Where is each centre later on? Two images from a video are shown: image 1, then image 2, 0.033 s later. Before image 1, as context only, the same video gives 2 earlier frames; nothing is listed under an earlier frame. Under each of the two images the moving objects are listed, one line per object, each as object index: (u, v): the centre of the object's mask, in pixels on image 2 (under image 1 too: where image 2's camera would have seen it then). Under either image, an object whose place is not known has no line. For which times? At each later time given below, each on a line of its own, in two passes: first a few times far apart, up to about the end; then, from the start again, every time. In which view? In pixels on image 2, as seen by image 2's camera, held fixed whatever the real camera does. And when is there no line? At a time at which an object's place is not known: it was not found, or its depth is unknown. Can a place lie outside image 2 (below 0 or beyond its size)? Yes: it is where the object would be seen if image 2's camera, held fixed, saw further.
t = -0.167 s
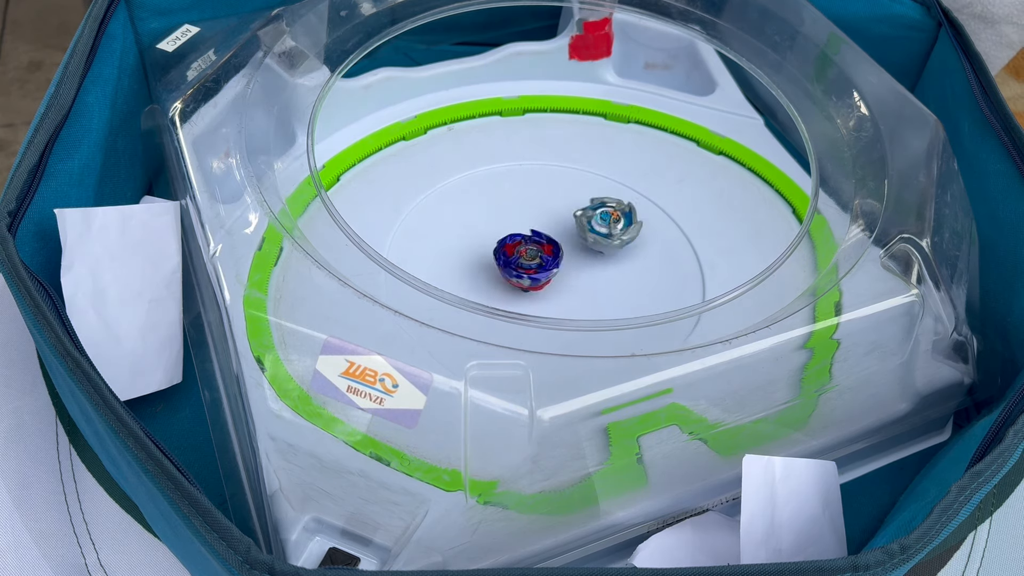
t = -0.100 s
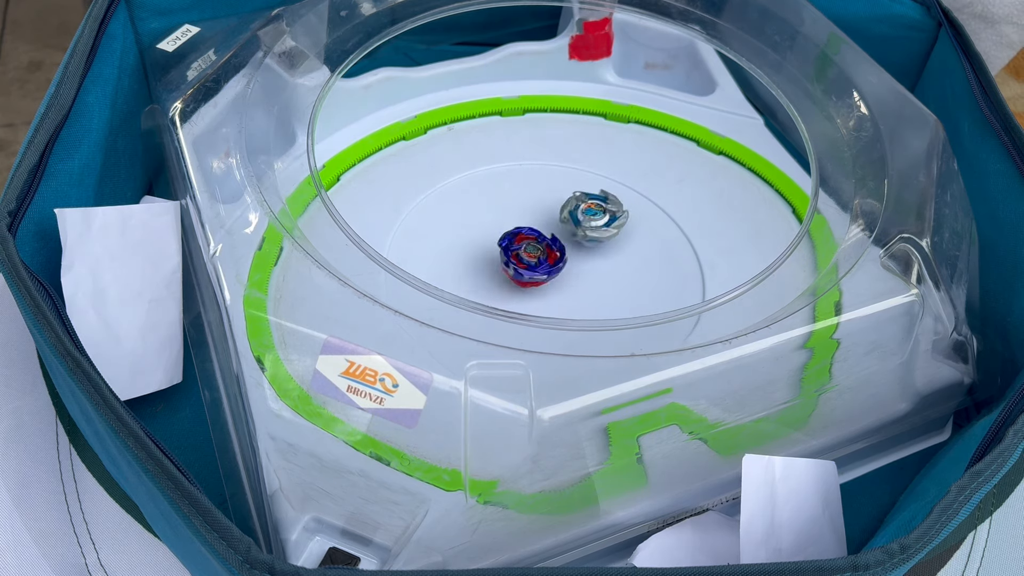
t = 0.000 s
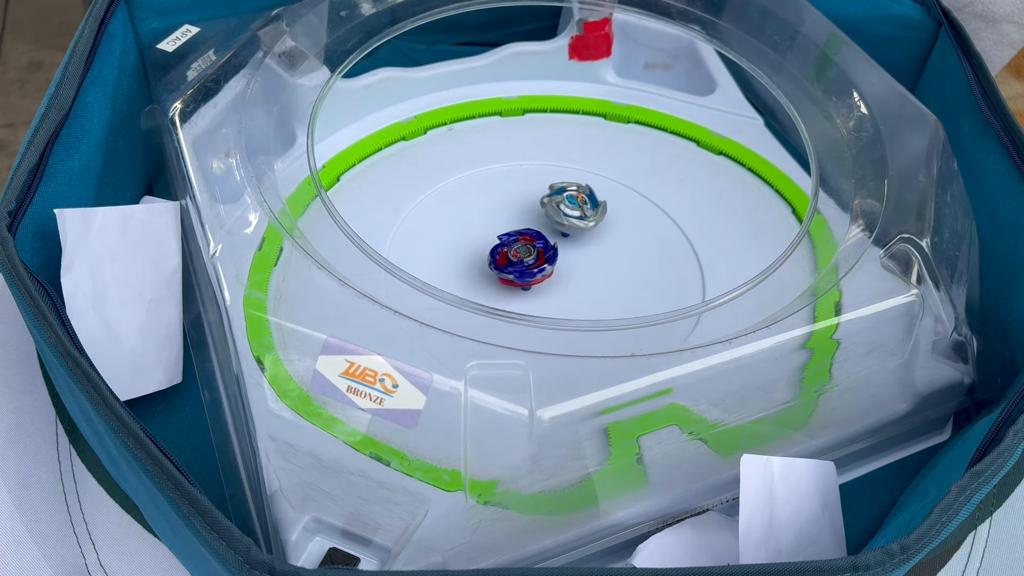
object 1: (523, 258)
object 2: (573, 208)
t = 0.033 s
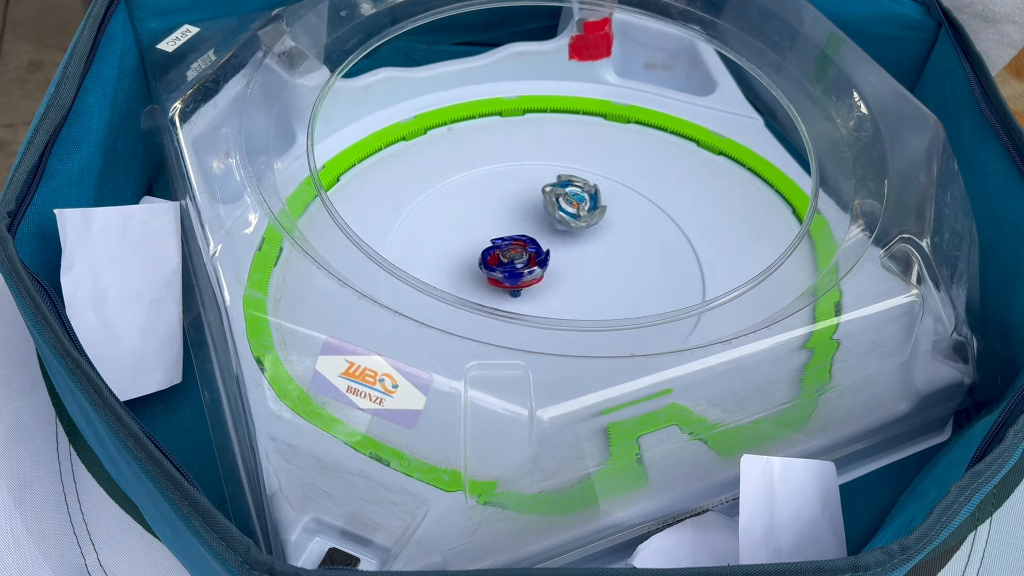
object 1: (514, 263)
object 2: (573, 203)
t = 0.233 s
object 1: (475, 274)
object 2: (544, 197)
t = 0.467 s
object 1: (492, 277)
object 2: (520, 233)
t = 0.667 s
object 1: (507, 290)
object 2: (520, 229)
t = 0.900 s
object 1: (538, 287)
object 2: (533, 226)
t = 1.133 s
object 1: (553, 287)
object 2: (550, 216)
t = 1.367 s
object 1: (548, 272)
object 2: (550, 219)
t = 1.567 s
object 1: (532, 287)
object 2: (550, 219)
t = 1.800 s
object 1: (516, 278)
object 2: (538, 232)
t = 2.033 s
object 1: (491, 275)
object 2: (554, 216)
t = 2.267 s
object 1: (521, 274)
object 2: (577, 237)
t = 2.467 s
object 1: (526, 285)
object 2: (577, 245)
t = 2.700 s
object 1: (496, 282)
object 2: (569, 262)
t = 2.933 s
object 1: (506, 279)
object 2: (568, 258)
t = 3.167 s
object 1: (507, 277)
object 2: (568, 257)
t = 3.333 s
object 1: (503, 279)
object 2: (568, 256)
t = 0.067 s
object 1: (507, 266)
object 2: (571, 199)
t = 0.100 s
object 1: (501, 268)
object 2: (567, 196)
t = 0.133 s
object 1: (493, 269)
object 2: (562, 193)
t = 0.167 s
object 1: (485, 270)
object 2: (556, 192)
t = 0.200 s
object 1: (479, 272)
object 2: (549, 193)
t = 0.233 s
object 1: (475, 274)
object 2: (544, 197)
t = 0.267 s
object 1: (473, 275)
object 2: (539, 202)
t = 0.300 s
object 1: (473, 276)
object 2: (535, 208)
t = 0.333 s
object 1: (476, 276)
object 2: (531, 214)
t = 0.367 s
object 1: (479, 277)
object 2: (528, 221)
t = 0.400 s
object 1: (483, 277)
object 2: (524, 227)
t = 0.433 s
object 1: (489, 276)
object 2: (521, 232)
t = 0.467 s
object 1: (492, 277)
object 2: (520, 233)
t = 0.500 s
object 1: (495, 280)
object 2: (520, 234)
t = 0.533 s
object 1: (497, 282)
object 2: (521, 233)
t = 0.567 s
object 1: (498, 285)
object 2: (520, 232)
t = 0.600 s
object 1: (501, 287)
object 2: (518, 230)
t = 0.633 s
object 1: (504, 288)
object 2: (518, 231)
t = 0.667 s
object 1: (507, 290)
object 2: (520, 229)
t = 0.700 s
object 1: (512, 290)
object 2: (521, 229)
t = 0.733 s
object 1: (516, 290)
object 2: (522, 231)
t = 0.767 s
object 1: (521, 290)
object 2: (524, 230)
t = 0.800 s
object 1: (526, 288)
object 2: (525, 231)
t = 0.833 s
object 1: (530, 286)
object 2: (526, 231)
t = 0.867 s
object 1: (536, 285)
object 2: (530, 229)
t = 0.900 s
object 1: (538, 287)
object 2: (533, 226)
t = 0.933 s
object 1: (542, 289)
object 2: (537, 222)
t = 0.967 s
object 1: (544, 291)
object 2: (541, 219)
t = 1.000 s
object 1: (546, 291)
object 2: (543, 217)
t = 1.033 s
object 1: (548, 292)
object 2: (545, 215)
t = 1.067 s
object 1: (551, 291)
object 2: (548, 215)
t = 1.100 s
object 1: (553, 289)
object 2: (551, 216)
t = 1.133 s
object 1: (553, 287)
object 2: (550, 216)
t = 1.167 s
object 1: (554, 284)
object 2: (550, 218)
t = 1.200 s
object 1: (554, 280)
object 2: (551, 220)
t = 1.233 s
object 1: (554, 277)
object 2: (552, 222)
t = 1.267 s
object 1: (553, 276)
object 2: (552, 221)
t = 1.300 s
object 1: (552, 276)
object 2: (552, 221)
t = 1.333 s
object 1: (550, 274)
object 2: (551, 220)
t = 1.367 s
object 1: (548, 272)
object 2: (550, 219)
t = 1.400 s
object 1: (545, 275)
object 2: (549, 220)
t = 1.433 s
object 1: (542, 279)
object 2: (550, 218)
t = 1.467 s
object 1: (539, 283)
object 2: (550, 218)
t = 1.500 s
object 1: (536, 286)
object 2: (550, 217)
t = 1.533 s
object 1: (534, 288)
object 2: (549, 218)
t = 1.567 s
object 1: (532, 287)
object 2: (550, 219)
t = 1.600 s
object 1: (529, 288)
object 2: (550, 221)
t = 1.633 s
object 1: (526, 288)
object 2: (550, 223)
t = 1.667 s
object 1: (524, 287)
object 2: (549, 227)
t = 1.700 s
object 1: (523, 286)
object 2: (547, 229)
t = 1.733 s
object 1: (521, 283)
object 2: (544, 232)
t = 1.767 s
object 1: (519, 280)
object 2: (541, 233)
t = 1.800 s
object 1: (516, 278)
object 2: (538, 232)
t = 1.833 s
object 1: (509, 279)
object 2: (540, 229)
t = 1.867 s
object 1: (503, 280)
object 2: (544, 219)
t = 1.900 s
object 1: (499, 280)
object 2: (545, 214)
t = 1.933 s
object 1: (495, 279)
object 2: (547, 214)
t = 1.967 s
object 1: (493, 278)
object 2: (551, 213)
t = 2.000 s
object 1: (492, 276)
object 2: (554, 212)
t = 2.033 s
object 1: (491, 275)
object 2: (554, 216)
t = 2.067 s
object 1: (492, 272)
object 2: (555, 217)
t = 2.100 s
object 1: (494, 270)
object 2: (557, 221)
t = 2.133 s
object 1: (497, 267)
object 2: (558, 225)
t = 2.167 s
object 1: (503, 266)
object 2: (563, 229)
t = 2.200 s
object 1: (509, 269)
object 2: (569, 231)
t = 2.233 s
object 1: (516, 275)
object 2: (575, 234)
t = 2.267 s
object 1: (521, 274)
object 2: (577, 237)
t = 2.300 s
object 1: (529, 272)
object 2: (579, 239)
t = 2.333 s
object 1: (533, 273)
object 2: (580, 241)
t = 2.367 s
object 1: (535, 276)
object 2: (580, 242)
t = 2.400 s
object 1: (532, 280)
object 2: (579, 243)
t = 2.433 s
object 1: (529, 283)
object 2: (578, 243)
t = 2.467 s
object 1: (526, 285)
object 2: (577, 245)
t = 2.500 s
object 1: (521, 287)
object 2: (576, 247)
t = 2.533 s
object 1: (517, 286)
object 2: (574, 250)
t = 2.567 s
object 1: (513, 284)
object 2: (571, 255)
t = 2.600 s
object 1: (508, 283)
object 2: (570, 259)
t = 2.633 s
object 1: (501, 282)
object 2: (570, 262)
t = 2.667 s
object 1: (497, 283)
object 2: (570, 263)
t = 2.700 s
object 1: (496, 282)
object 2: (569, 262)
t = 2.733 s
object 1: (497, 281)
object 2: (568, 259)
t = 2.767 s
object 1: (499, 280)
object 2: (568, 258)
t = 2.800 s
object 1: (500, 280)
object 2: (568, 255)
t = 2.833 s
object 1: (501, 280)
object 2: (568, 254)
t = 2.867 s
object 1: (503, 280)
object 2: (568, 255)
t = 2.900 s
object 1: (504, 279)
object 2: (568, 257)
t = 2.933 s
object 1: (506, 279)
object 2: (568, 258)
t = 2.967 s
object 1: (507, 278)
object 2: (569, 259)
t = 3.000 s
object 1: (509, 277)
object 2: (569, 260)
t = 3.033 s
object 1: (510, 275)
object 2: (569, 260)
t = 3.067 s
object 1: (510, 274)
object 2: (569, 259)
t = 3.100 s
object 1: (510, 275)
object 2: (569, 258)
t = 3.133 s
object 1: (509, 276)
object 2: (569, 258)
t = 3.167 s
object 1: (507, 277)
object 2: (568, 257)
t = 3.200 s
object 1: (506, 278)
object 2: (568, 256)
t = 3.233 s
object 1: (505, 278)
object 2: (568, 255)
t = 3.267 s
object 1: (504, 279)
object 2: (568, 255)
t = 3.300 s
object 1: (503, 279)
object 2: (568, 255)
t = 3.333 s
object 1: (503, 279)
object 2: (568, 256)
